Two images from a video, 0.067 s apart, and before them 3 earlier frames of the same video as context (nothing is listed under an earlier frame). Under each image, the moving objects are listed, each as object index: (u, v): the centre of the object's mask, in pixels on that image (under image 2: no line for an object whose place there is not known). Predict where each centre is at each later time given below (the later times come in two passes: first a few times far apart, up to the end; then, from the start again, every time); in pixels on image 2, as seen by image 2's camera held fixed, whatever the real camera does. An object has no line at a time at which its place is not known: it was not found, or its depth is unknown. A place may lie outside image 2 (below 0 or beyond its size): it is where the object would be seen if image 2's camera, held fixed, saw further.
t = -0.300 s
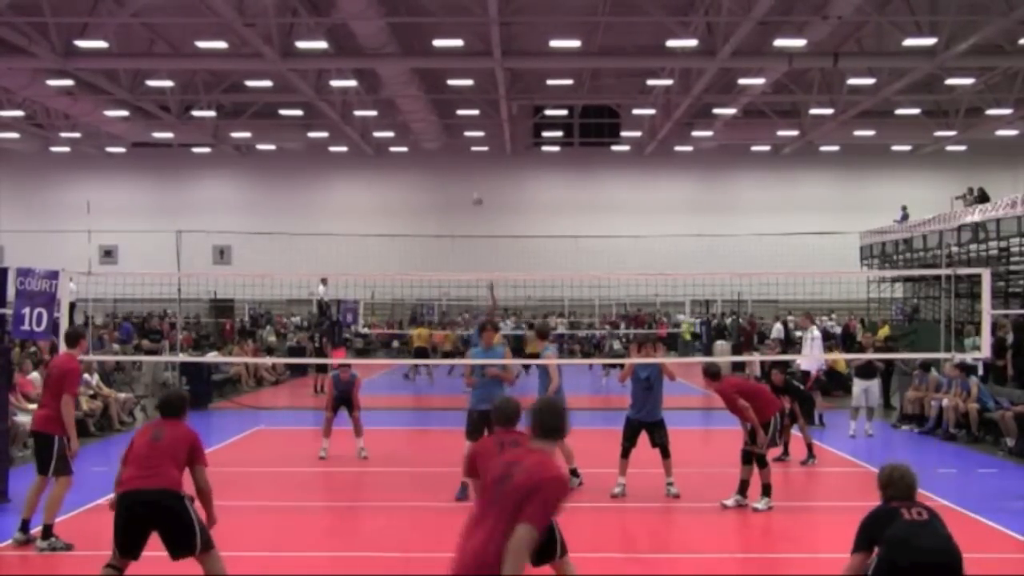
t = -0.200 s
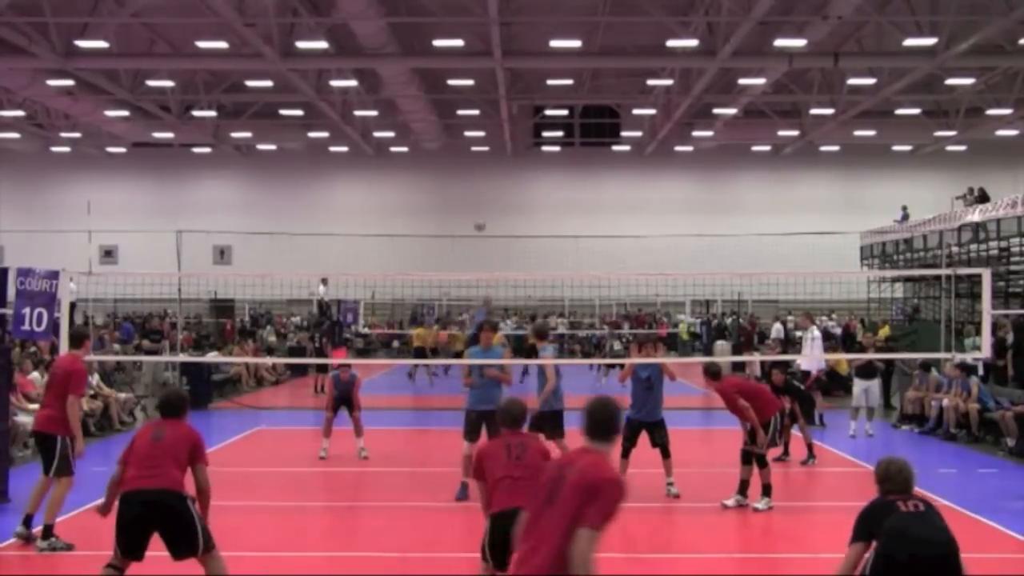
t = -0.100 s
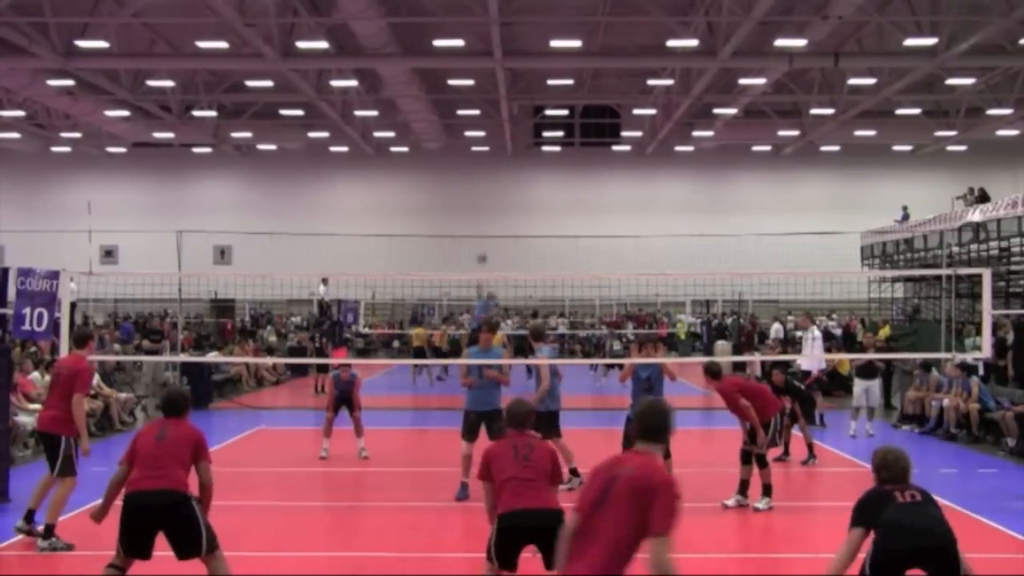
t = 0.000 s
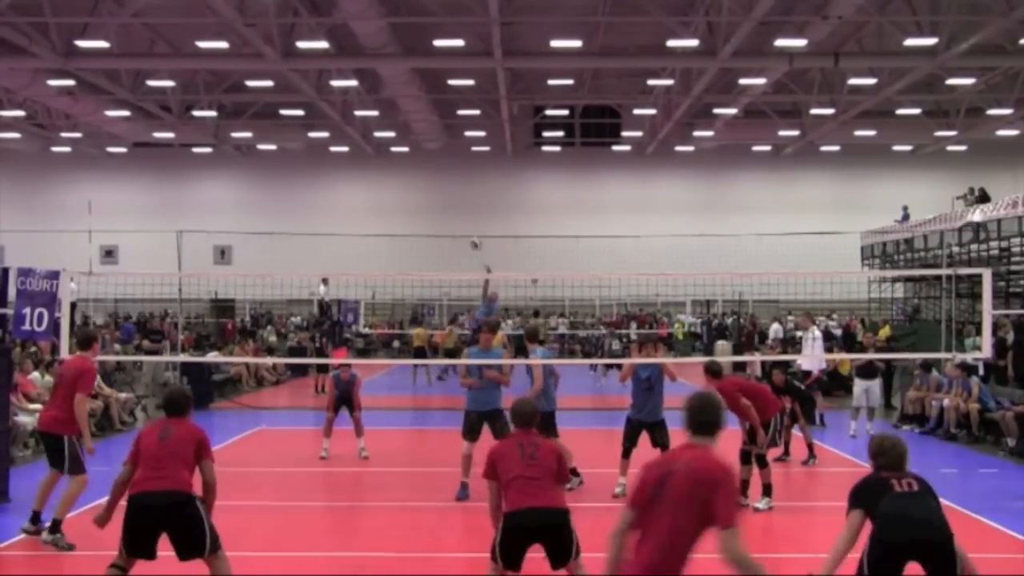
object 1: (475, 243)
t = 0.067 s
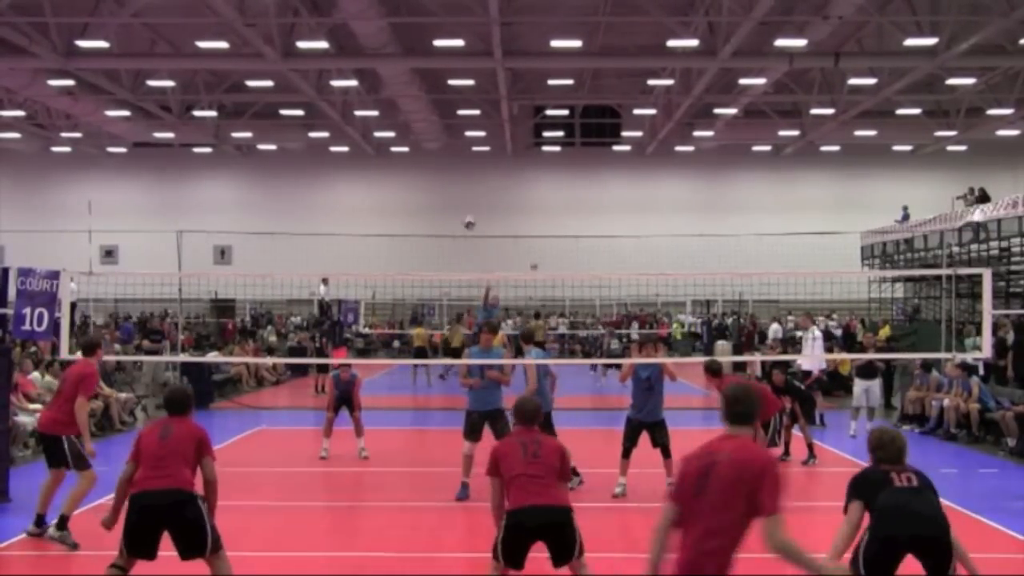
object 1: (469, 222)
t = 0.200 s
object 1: (451, 189)
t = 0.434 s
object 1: (413, 166)
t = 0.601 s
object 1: (376, 189)
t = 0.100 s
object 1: (465, 214)
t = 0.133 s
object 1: (460, 204)
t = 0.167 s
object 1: (457, 198)
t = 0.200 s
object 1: (451, 189)
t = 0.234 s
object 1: (448, 184)
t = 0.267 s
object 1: (442, 178)
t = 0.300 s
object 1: (437, 173)
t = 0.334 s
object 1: (431, 170)
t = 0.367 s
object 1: (426, 168)
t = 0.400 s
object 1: (419, 166)
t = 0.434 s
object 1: (413, 166)
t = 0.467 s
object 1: (406, 167)
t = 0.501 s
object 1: (399, 170)
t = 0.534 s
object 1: (391, 174)
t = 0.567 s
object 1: (384, 181)
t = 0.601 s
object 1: (376, 189)
